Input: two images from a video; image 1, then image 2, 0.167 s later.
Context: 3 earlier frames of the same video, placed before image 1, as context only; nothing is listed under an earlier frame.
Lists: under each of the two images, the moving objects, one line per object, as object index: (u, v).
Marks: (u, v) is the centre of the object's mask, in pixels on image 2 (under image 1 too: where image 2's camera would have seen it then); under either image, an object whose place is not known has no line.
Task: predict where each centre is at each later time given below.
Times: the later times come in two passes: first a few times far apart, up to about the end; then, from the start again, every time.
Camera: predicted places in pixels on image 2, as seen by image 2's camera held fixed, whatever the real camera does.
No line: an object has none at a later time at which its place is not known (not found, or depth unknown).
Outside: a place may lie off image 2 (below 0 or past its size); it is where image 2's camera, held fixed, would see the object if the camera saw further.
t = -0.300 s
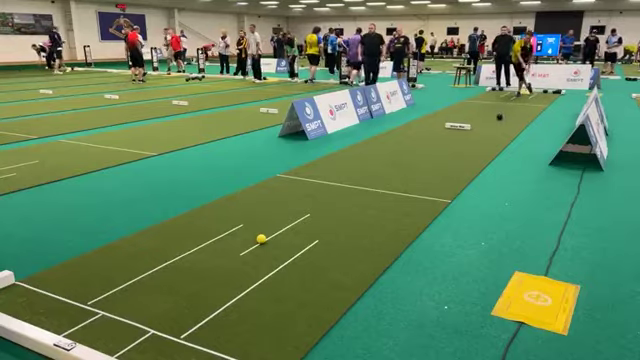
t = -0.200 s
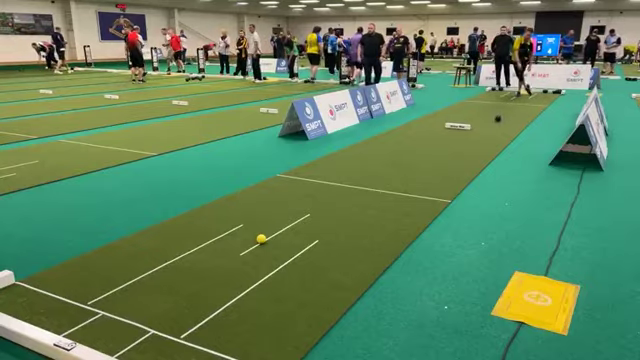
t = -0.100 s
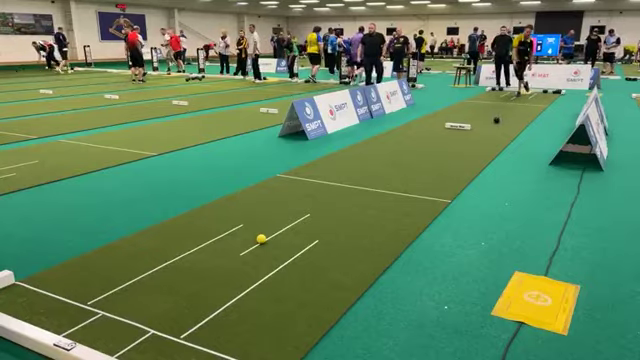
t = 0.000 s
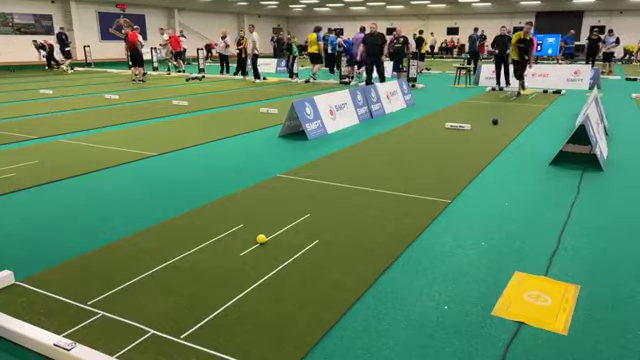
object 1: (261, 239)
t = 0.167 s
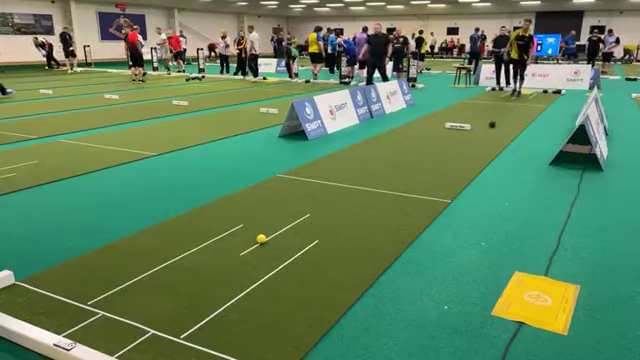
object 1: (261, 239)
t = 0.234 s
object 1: (261, 239)
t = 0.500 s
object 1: (261, 239)
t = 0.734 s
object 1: (261, 239)
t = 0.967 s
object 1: (261, 239)
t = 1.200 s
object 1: (261, 238)
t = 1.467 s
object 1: (261, 239)
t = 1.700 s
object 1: (261, 238)
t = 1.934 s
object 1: (261, 239)
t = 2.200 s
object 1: (261, 239)
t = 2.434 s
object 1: (261, 239)
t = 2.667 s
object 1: (261, 238)
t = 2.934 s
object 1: (261, 239)
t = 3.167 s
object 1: (261, 239)
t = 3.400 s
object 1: (261, 239)
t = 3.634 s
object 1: (261, 238)
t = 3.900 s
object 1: (261, 238)
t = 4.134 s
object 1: (261, 238)
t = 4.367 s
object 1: (261, 239)
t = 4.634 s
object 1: (261, 239)
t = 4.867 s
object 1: (261, 239)
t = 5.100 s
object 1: (256, 239)
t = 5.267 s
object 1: (252, 239)
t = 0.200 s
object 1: (261, 239)
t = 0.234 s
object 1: (261, 239)
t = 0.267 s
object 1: (261, 239)
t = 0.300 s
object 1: (261, 239)
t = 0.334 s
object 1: (261, 238)
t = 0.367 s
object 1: (261, 239)
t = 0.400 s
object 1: (261, 238)
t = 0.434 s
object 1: (261, 239)
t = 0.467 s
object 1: (261, 239)
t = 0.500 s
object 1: (261, 239)
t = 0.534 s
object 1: (261, 239)
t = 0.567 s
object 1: (261, 238)
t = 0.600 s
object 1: (261, 238)
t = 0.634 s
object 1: (261, 238)
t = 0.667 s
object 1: (261, 239)
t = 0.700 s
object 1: (261, 238)
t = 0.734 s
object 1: (261, 239)
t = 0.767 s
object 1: (261, 238)
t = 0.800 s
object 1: (261, 239)
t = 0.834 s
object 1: (261, 238)
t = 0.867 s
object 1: (261, 239)
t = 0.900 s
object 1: (261, 238)
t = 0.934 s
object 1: (261, 239)
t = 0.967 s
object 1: (261, 239)
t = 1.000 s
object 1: (261, 239)
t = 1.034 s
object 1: (261, 239)
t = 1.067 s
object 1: (261, 239)
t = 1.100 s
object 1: (261, 238)
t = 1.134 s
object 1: (261, 238)
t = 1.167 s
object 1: (261, 238)
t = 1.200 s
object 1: (261, 238)
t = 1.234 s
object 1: (261, 238)
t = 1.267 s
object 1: (261, 238)
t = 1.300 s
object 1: (261, 238)
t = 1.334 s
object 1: (261, 238)
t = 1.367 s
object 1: (261, 239)
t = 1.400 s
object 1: (261, 239)
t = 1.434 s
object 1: (261, 239)
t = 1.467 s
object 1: (261, 239)
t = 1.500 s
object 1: (261, 239)
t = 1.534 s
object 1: (261, 239)
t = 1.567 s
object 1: (261, 238)
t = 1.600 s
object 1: (261, 238)
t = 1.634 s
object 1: (261, 238)
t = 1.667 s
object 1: (261, 238)
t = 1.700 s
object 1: (261, 238)
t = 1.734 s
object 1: (261, 238)
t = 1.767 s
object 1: (261, 239)
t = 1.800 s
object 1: (261, 239)
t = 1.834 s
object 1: (261, 239)
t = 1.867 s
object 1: (261, 239)
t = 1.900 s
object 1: (261, 239)
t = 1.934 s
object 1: (261, 239)
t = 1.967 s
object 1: (261, 239)
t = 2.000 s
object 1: (261, 239)
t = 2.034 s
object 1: (261, 239)
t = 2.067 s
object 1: (261, 239)
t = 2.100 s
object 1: (261, 239)
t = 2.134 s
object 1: (261, 239)
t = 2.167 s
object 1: (261, 238)
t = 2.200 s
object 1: (261, 239)
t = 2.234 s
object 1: (261, 238)
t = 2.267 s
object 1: (261, 239)
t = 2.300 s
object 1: (261, 239)
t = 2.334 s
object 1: (261, 239)
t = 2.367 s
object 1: (261, 239)
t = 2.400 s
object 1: (261, 239)
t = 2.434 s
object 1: (261, 239)
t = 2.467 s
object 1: (261, 239)
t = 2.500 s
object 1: (261, 239)
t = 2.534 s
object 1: (261, 238)
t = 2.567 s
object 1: (261, 239)
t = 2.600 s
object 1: (261, 238)
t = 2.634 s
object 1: (261, 239)
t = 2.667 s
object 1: (261, 238)
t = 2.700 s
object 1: (261, 238)
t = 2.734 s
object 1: (261, 238)
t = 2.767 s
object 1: (261, 238)
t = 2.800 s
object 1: (261, 238)
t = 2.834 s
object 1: (261, 238)
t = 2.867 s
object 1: (261, 238)
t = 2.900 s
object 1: (261, 239)
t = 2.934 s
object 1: (261, 239)
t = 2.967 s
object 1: (261, 239)
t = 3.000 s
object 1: (261, 239)
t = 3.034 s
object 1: (261, 238)
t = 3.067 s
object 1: (261, 238)
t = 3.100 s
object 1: (261, 238)
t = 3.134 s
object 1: (261, 238)
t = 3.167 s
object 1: (261, 239)
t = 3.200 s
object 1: (261, 238)
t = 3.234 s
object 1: (261, 239)
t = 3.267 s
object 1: (261, 238)
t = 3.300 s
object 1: (261, 239)
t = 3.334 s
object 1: (261, 238)
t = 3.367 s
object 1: (261, 238)
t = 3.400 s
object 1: (261, 239)
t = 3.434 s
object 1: (261, 238)
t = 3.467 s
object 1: (261, 238)
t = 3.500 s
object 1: (261, 239)
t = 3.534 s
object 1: (261, 239)
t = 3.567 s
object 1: (261, 239)
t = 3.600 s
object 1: (261, 238)
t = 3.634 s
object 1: (261, 238)
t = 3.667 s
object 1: (261, 238)
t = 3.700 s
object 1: (261, 238)
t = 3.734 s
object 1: (261, 238)
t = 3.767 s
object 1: (261, 238)
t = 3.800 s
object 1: (261, 238)
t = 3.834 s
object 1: (261, 238)
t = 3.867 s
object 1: (261, 238)
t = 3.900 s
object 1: (261, 238)
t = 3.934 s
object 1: (261, 238)
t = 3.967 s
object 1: (261, 238)
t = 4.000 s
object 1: (261, 238)
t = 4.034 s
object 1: (261, 238)
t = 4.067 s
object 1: (261, 238)
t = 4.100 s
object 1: (261, 238)
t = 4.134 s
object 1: (261, 238)
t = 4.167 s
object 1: (261, 238)
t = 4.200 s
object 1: (261, 238)
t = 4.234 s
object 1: (261, 238)
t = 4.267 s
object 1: (261, 238)
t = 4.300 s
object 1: (261, 238)
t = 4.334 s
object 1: (261, 238)
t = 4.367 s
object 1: (261, 239)
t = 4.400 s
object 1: (261, 239)
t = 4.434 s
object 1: (261, 239)
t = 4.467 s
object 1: (261, 238)
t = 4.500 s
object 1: (261, 239)
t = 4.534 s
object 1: (261, 238)
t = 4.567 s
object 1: (261, 239)
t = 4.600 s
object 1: (261, 238)
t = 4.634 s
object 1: (261, 239)
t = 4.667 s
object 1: (261, 239)
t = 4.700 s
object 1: (261, 238)
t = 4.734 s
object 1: (261, 239)
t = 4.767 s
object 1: (261, 239)
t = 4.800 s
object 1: (261, 239)
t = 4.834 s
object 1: (261, 239)
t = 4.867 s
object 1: (261, 239)
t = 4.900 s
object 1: (261, 239)
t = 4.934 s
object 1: (261, 239)
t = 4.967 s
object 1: (260, 239)
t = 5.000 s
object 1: (259, 239)
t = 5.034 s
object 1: (259, 239)
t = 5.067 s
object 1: (257, 239)
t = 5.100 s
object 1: (256, 239)
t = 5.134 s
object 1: (255, 239)
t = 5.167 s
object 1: (255, 238)
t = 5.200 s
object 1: (254, 238)
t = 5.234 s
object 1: (253, 239)
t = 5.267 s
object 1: (252, 239)
